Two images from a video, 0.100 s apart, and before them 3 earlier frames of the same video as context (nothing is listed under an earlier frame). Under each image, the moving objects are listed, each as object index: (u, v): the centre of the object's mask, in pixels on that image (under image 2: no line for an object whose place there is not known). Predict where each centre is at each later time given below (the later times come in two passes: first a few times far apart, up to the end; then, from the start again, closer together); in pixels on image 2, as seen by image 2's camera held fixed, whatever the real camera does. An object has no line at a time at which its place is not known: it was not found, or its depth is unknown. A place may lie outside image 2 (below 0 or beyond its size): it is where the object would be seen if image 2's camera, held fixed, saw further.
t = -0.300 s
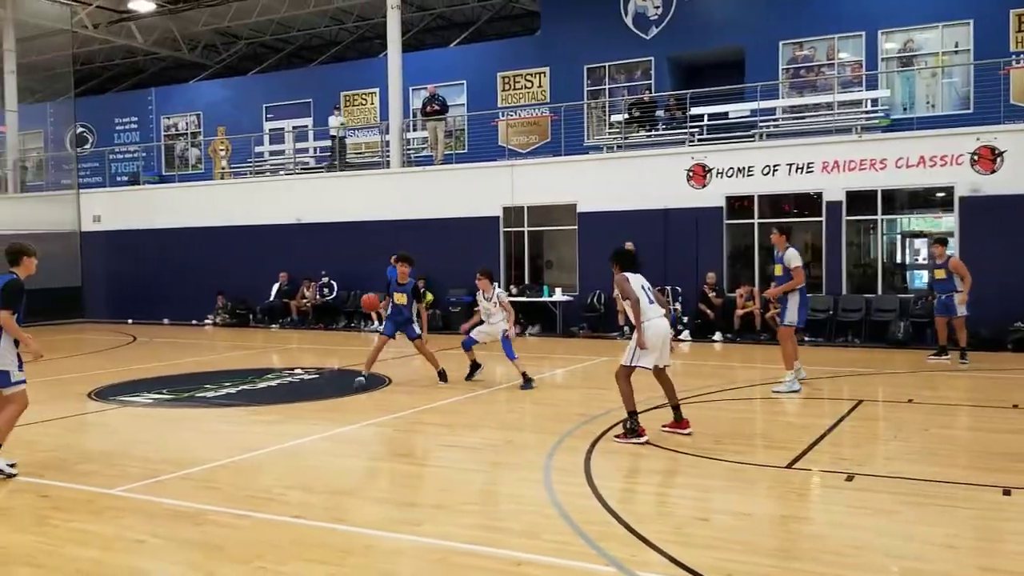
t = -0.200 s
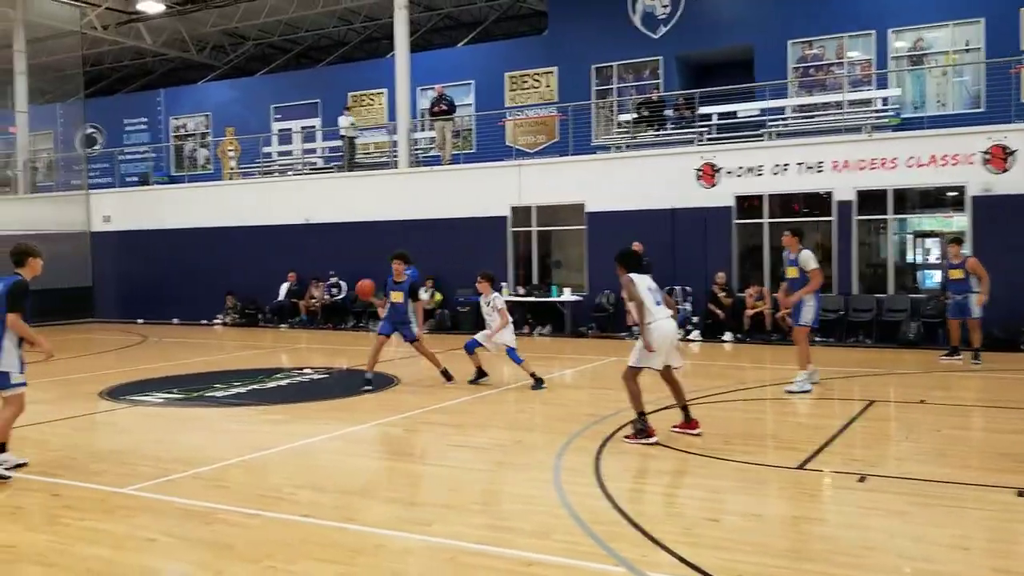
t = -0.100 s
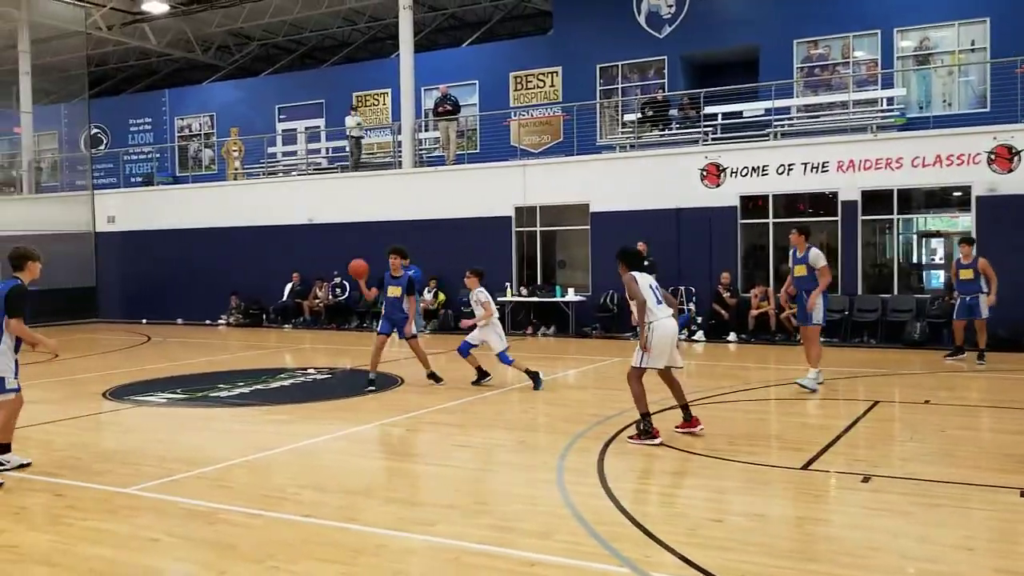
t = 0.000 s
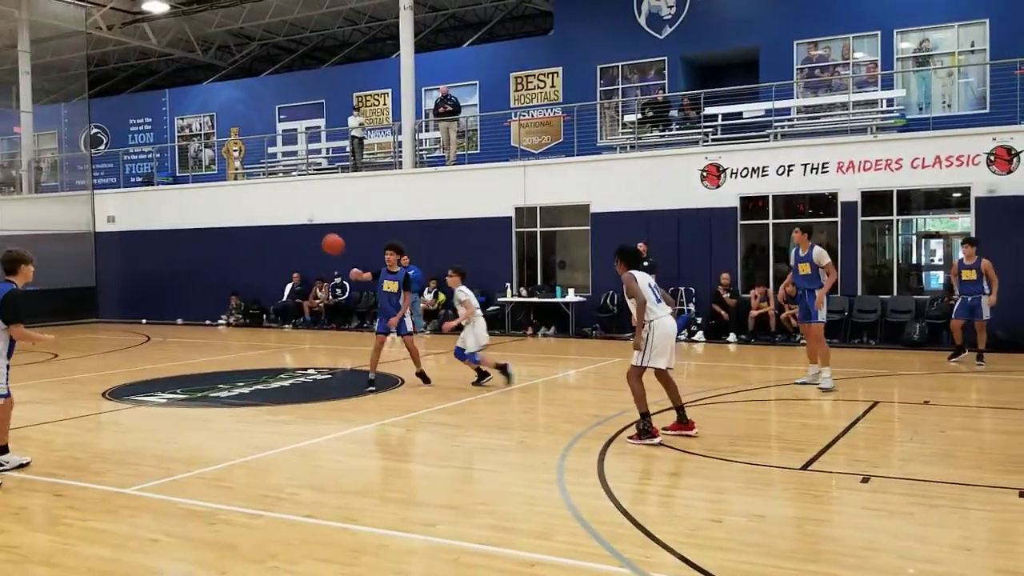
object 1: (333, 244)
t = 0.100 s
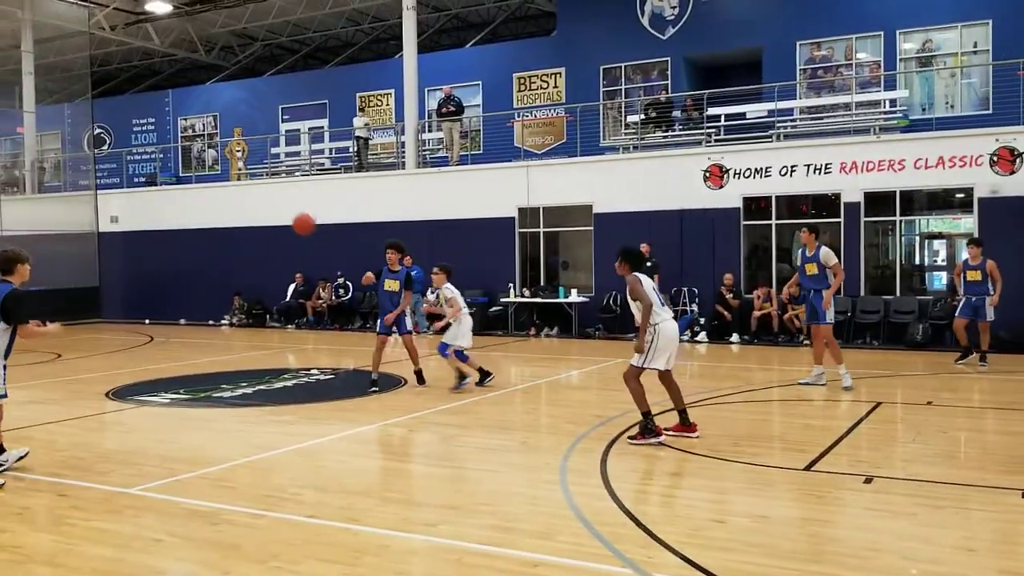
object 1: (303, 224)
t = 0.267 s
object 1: (238, 206)
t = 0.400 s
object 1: (177, 207)
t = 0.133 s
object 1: (291, 218)
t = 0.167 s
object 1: (278, 213)
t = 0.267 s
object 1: (238, 206)
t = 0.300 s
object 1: (223, 204)
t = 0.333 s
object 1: (208, 203)
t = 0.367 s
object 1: (193, 205)
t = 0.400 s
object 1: (177, 207)
